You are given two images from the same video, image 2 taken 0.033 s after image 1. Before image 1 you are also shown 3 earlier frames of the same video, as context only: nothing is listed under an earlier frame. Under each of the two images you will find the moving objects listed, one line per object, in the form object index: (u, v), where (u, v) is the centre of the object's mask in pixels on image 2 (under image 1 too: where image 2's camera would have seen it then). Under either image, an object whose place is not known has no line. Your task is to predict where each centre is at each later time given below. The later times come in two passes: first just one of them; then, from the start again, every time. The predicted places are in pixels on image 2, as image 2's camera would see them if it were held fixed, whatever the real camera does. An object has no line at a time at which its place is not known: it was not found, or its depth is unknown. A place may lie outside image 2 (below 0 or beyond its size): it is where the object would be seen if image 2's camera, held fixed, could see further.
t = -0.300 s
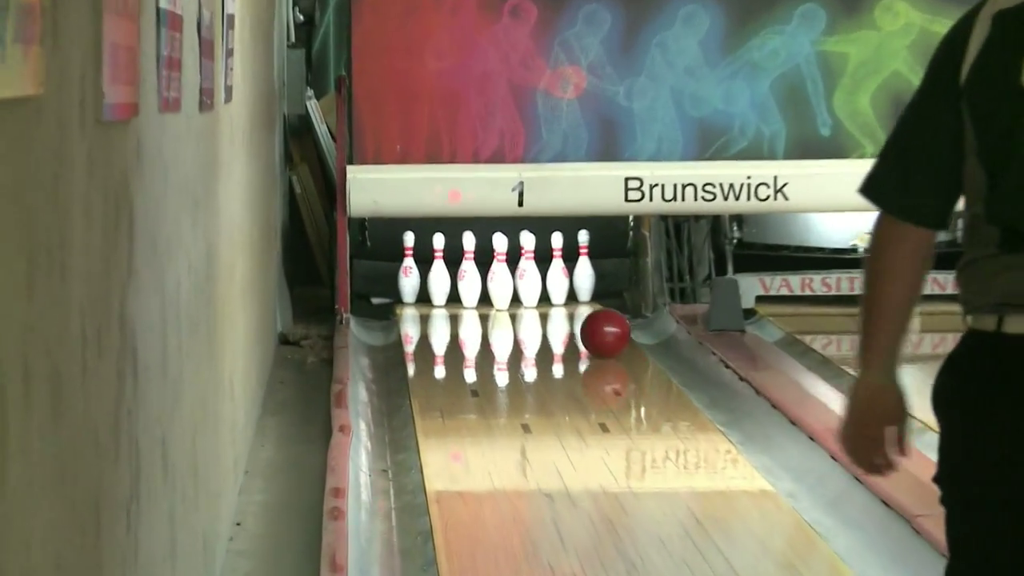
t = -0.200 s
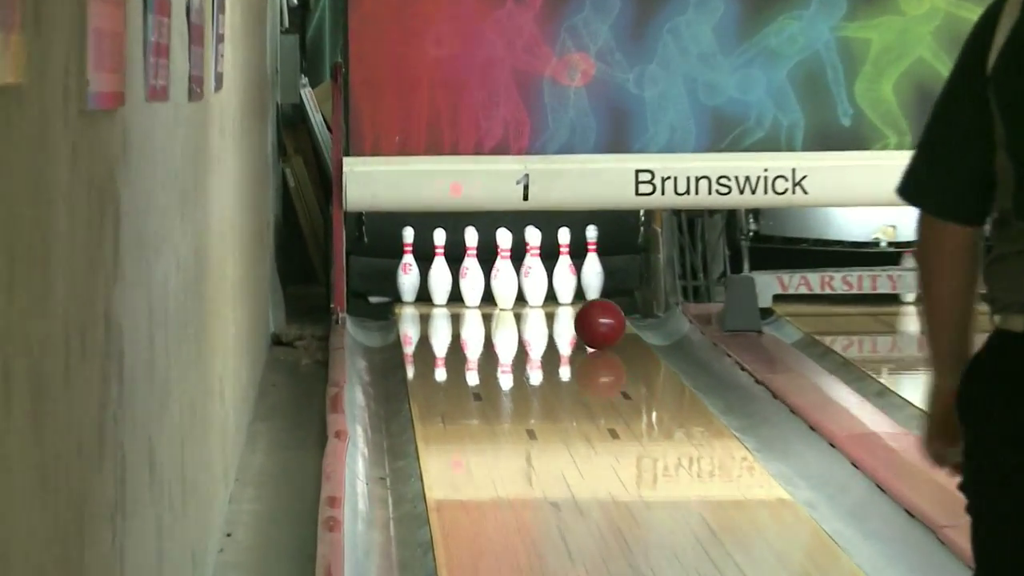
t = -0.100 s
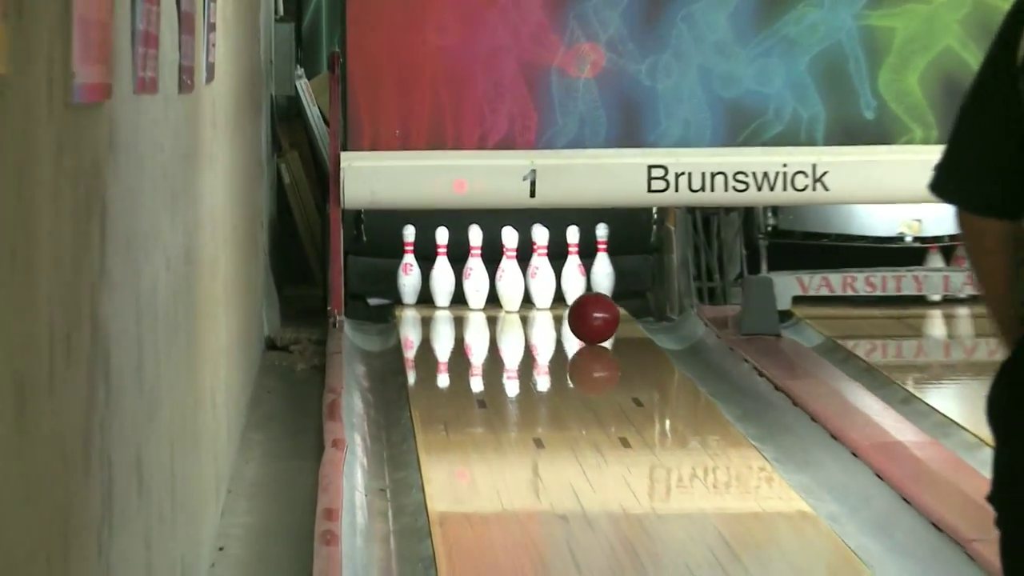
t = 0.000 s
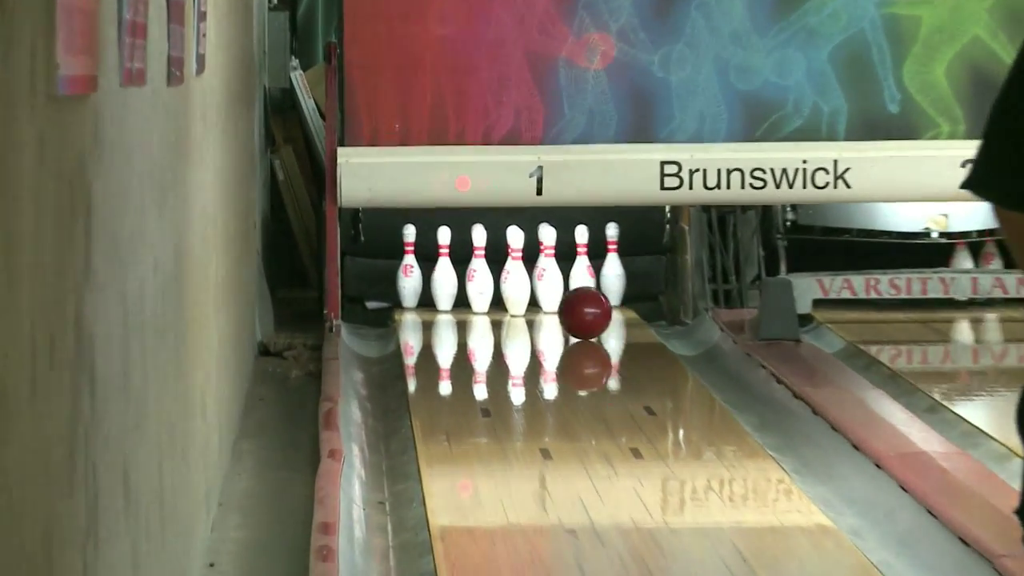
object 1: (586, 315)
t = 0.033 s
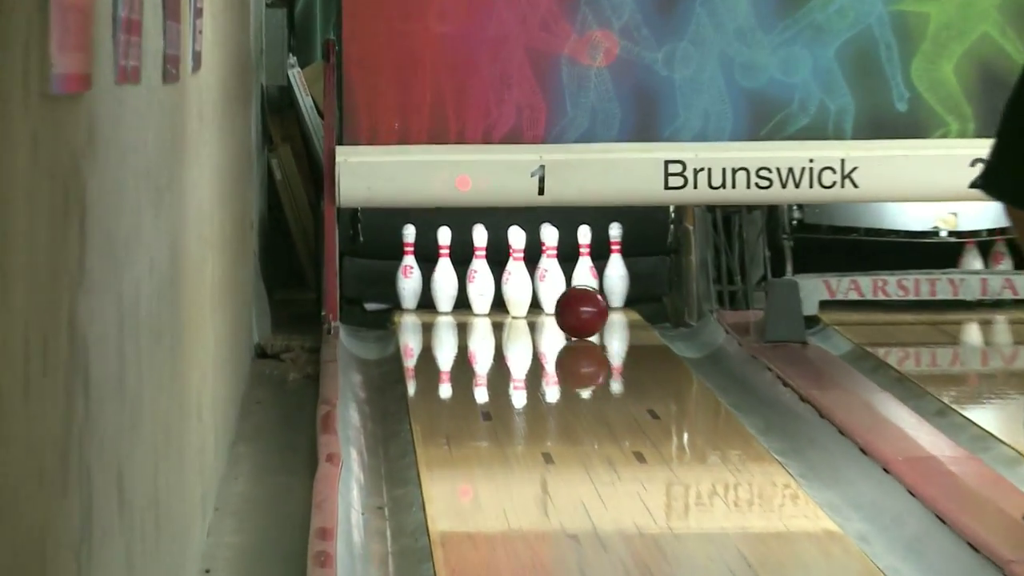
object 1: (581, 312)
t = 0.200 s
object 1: (550, 297)
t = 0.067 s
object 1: (576, 309)
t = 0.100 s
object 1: (570, 306)
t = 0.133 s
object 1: (563, 304)
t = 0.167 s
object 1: (557, 299)
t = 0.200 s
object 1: (550, 297)
